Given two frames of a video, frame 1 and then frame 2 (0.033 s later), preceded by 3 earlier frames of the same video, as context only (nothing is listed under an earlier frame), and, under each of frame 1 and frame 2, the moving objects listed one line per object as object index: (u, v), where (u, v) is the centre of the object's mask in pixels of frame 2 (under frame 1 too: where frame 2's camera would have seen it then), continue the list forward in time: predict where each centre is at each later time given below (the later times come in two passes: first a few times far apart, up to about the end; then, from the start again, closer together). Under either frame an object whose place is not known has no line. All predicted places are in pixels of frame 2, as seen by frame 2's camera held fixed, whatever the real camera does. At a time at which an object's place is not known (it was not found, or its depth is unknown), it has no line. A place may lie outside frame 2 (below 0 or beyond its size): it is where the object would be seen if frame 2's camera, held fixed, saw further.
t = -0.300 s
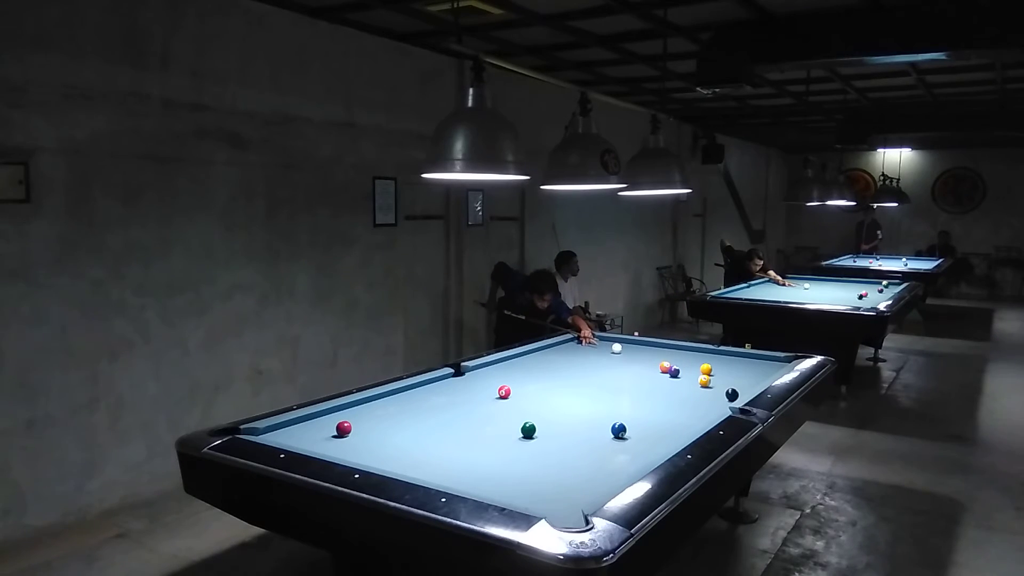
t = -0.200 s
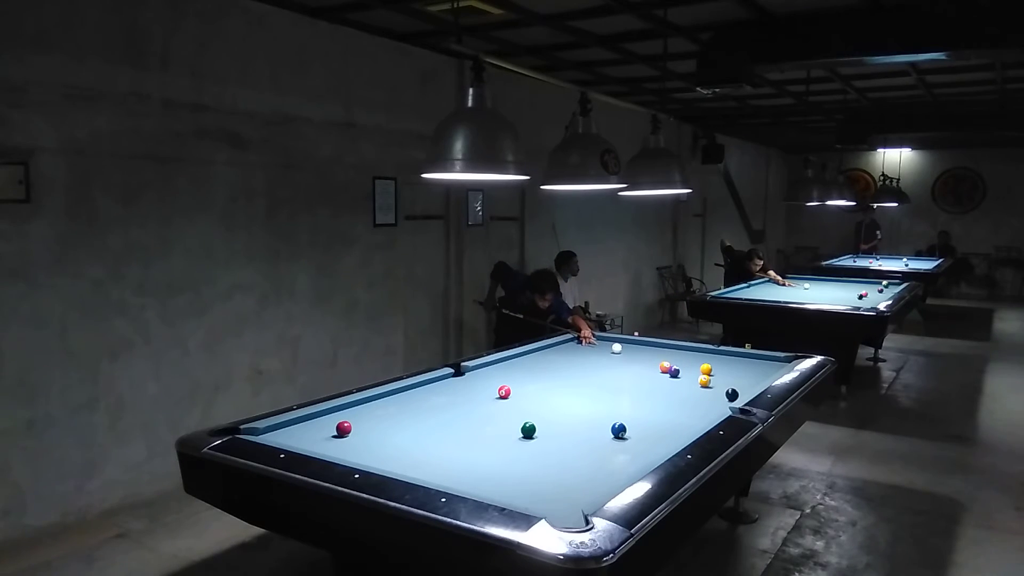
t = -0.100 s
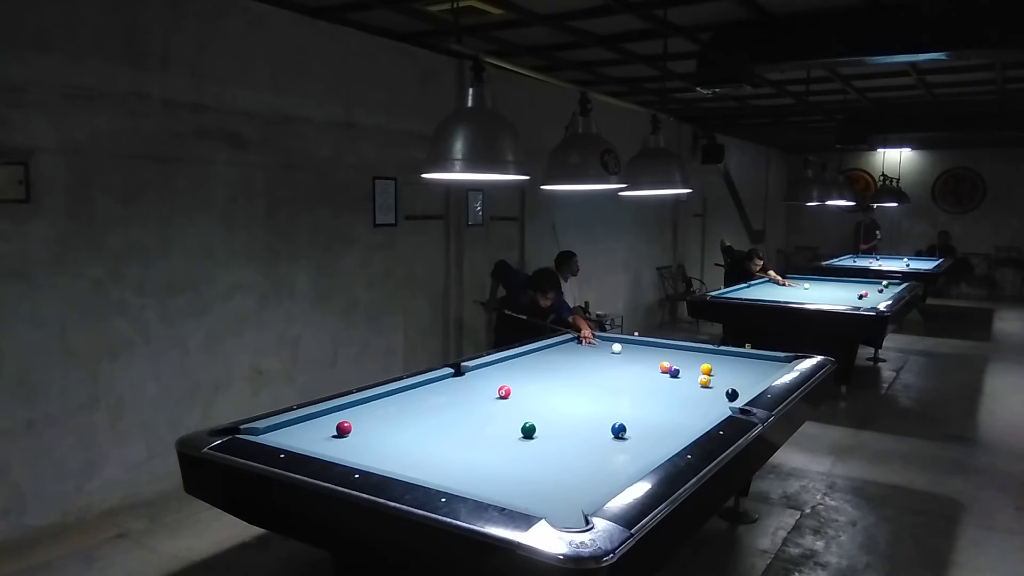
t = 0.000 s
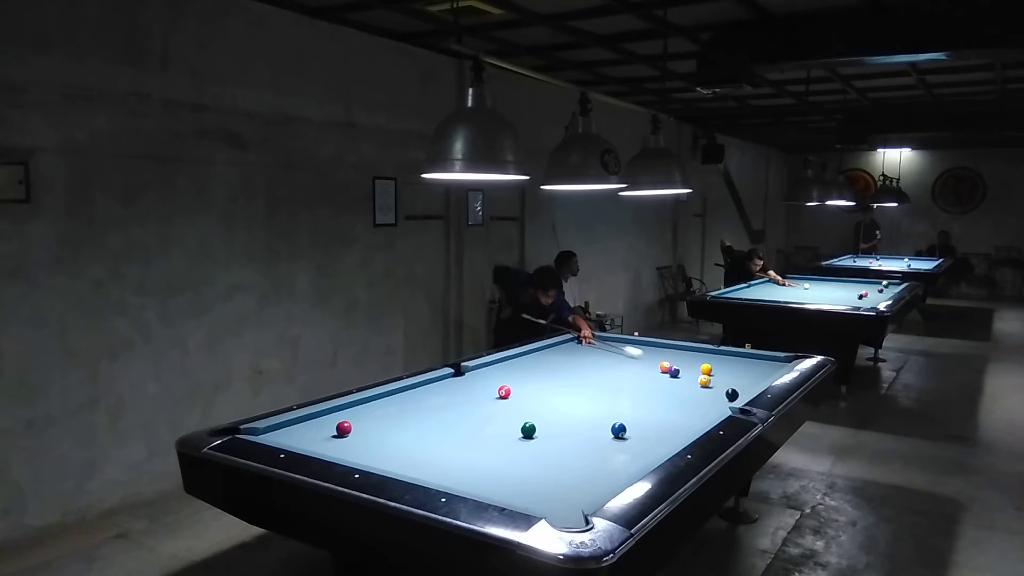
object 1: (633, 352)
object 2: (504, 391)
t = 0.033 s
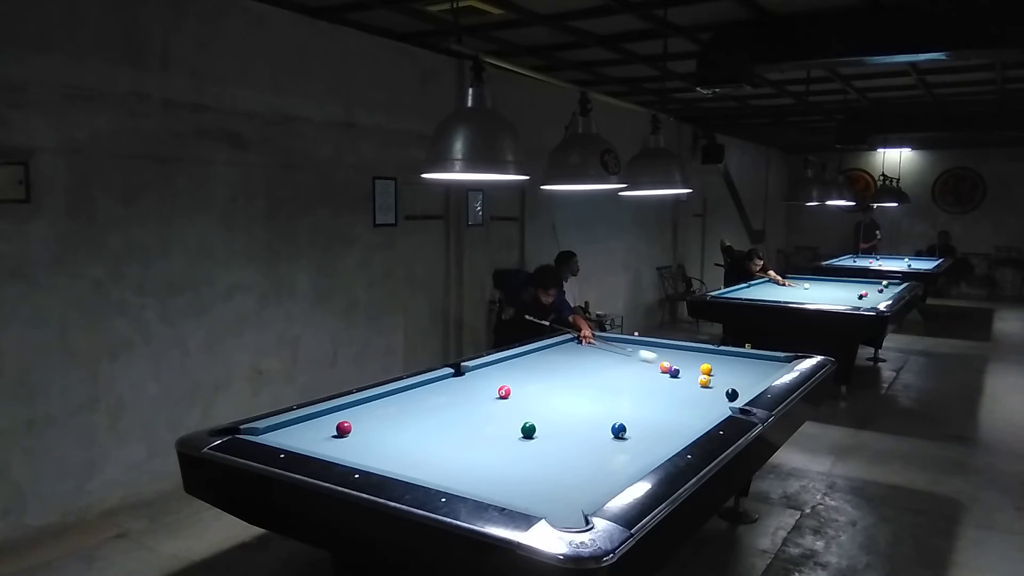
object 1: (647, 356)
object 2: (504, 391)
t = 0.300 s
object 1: (694, 378)
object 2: (504, 391)
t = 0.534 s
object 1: (692, 385)
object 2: (504, 391)
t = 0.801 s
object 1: (696, 396)
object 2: (504, 391)
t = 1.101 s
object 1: (701, 408)
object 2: (504, 392)
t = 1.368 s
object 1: (702, 417)
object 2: (504, 391)
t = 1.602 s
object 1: (686, 423)
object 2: (504, 391)
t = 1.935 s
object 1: (662, 428)
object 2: (504, 391)
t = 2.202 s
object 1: (644, 431)
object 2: (482, 391)
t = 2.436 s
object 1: (628, 435)
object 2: (465, 391)
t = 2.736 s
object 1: (609, 439)
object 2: (444, 391)
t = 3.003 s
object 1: (593, 442)
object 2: (426, 390)
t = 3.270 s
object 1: (578, 445)
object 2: (410, 389)
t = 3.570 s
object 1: (562, 448)
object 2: (407, 391)
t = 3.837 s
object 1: (549, 450)
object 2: (410, 393)
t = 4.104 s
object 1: (537, 453)
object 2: (412, 394)
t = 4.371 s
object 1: (526, 455)
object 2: (414, 395)
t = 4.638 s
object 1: (518, 456)
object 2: (415, 396)
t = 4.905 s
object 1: (510, 457)
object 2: (415, 396)
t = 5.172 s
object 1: (504, 458)
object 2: (415, 397)
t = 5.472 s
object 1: (499, 459)
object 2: (415, 397)
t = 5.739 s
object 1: (497, 459)
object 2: (415, 397)
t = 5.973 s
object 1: (497, 459)
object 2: (415, 397)
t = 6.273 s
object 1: (497, 459)
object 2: (415, 397)
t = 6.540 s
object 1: (497, 460)
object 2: (415, 397)
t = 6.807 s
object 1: (497, 460)
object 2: (415, 397)
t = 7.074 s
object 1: (497, 460)
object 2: (415, 397)
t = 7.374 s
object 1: (497, 460)
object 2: (415, 397)
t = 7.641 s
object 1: (497, 460)
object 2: (415, 397)
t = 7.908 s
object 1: (497, 460)
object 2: (415, 397)
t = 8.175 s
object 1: (497, 460)
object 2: (415, 397)
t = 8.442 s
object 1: (497, 460)
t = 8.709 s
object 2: (416, 397)
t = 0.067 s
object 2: (504, 391)
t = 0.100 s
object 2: (504, 391)
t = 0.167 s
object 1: (695, 370)
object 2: (504, 391)
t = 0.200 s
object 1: (695, 373)
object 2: (504, 391)
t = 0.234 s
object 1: (697, 376)
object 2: (504, 392)
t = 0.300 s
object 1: (694, 378)
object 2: (504, 391)
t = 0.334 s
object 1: (693, 379)
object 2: (504, 391)
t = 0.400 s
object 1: (691, 381)
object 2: (504, 391)
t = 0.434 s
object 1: (691, 382)
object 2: (504, 391)
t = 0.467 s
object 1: (691, 383)
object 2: (504, 391)
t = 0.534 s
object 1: (692, 385)
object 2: (504, 391)
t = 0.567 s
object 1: (692, 387)
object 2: (504, 391)
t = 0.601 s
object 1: (693, 388)
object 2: (504, 391)
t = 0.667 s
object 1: (695, 389)
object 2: (504, 391)
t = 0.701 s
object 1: (695, 391)
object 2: (504, 391)
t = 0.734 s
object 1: (695, 393)
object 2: (504, 391)
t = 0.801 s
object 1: (696, 396)
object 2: (504, 391)
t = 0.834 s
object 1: (696, 397)
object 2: (504, 391)
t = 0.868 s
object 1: (697, 399)
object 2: (504, 391)
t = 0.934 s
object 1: (698, 401)
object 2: (504, 391)
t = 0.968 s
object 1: (699, 402)
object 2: (504, 392)
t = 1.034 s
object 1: (700, 405)
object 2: (504, 391)
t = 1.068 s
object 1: (701, 407)
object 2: (504, 391)
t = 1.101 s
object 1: (701, 408)
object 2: (504, 392)
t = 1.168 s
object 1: (702, 411)
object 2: (504, 391)
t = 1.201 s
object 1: (703, 413)
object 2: (504, 391)
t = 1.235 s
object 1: (703, 414)
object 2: (504, 391)
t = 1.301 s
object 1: (704, 415)
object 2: (504, 391)
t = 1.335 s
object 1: (704, 416)
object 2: (504, 391)
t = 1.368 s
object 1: (702, 417)
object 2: (504, 391)
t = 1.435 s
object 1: (697, 419)
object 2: (504, 391)
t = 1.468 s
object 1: (695, 420)
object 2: (504, 392)
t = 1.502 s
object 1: (693, 421)
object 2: (504, 392)
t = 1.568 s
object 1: (688, 422)
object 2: (504, 391)
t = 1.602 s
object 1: (686, 423)
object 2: (504, 391)
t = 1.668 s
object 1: (681, 424)
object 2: (504, 391)
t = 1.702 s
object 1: (679, 424)
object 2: (504, 391)
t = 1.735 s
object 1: (676, 425)
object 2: (504, 391)
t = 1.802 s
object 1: (672, 426)
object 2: (504, 392)
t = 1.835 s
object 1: (669, 426)
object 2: (504, 391)
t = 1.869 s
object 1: (667, 427)
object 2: (504, 392)
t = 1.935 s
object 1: (662, 428)
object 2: (504, 391)
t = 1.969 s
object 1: (660, 428)
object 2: (501, 392)
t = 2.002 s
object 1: (657, 428)
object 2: (498, 392)
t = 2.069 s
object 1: (653, 430)
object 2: (492, 391)
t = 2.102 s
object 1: (651, 430)
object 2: (490, 391)
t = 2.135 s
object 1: (648, 431)
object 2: (487, 391)
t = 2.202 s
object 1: (644, 431)
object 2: (482, 391)
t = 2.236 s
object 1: (641, 432)
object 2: (480, 391)
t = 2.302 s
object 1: (637, 433)
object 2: (475, 391)
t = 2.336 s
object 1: (635, 433)
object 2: (472, 391)
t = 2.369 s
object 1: (633, 434)
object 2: (470, 391)
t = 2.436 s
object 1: (628, 435)
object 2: (465, 391)
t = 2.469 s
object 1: (626, 435)
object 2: (462, 391)
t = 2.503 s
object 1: (624, 436)
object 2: (460, 391)
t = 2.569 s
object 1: (620, 437)
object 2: (455, 391)
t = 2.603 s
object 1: (617, 437)
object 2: (453, 391)
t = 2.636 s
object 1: (615, 438)
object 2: (450, 391)
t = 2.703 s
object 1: (611, 438)
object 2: (446, 391)
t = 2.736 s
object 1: (609, 439)
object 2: (444, 391)
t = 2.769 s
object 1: (607, 439)
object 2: (441, 391)
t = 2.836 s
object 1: (603, 440)
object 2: (437, 390)
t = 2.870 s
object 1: (601, 440)
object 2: (435, 390)
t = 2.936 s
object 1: (597, 441)
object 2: (430, 390)
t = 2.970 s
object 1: (595, 441)
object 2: (428, 390)
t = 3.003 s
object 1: (593, 442)
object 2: (426, 390)
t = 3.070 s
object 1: (589, 443)
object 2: (422, 390)
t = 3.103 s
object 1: (587, 443)
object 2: (420, 390)
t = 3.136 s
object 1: (585, 443)
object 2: (418, 390)
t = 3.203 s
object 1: (581, 444)
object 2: (414, 390)
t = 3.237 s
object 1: (579, 445)
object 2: (412, 390)
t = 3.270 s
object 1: (578, 445)
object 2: (410, 389)
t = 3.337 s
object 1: (574, 446)
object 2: (406, 389)
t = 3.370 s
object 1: (572, 446)
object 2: (405, 390)
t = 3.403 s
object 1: (570, 446)
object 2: (405, 390)
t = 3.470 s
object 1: (567, 447)
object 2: (406, 390)
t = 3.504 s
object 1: (565, 447)
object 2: (406, 390)
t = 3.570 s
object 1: (562, 448)
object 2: (407, 391)
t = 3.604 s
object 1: (560, 448)
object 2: (407, 391)
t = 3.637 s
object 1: (559, 449)
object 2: (407, 391)
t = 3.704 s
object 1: (555, 449)
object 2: (408, 392)
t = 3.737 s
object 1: (554, 450)
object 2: (409, 392)
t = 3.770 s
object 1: (552, 450)
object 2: (409, 392)
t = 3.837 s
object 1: (549, 450)
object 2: (410, 393)
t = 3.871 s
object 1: (547, 451)
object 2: (410, 393)
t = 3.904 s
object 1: (546, 451)
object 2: (410, 393)
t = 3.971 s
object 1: (543, 452)
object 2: (411, 393)
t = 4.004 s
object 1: (541, 452)
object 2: (411, 394)
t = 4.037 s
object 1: (540, 452)
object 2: (412, 394)
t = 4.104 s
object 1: (537, 453)
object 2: (412, 394)
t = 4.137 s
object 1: (536, 453)
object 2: (412, 394)
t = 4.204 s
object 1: (533, 453)
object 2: (413, 394)
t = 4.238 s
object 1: (532, 454)
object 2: (413, 395)
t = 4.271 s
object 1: (530, 454)
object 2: (413, 395)
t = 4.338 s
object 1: (528, 454)
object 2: (414, 395)
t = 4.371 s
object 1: (526, 455)
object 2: (414, 395)
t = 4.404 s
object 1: (525, 455)
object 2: (414, 395)
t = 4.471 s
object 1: (523, 455)
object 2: (415, 396)
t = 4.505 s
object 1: (522, 455)
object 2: (415, 396)
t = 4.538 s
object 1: (521, 456)
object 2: (415, 396)
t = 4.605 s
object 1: (518, 456)
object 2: (415, 396)
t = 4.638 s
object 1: (518, 456)
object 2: (415, 396)
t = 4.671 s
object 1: (516, 456)
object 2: (415, 396)
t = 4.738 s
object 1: (515, 457)
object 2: (415, 396)
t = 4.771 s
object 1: (514, 457)
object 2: (415, 396)
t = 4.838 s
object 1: (512, 457)
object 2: (415, 396)
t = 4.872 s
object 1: (511, 457)
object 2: (415, 396)
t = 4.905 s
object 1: (510, 457)
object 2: (415, 396)
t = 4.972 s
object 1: (508, 458)
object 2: (415, 397)
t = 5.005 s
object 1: (508, 458)
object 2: (415, 397)
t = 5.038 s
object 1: (507, 458)
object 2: (415, 397)
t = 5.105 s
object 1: (505, 458)
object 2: (415, 397)
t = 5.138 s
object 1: (505, 458)
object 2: (415, 397)
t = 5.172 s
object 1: (504, 458)
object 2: (415, 397)
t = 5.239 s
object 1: (503, 458)
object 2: (415, 397)
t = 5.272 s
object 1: (502, 459)
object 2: (415, 397)
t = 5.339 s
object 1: (501, 459)
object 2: (415, 397)
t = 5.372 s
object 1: (500, 459)
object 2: (415, 397)
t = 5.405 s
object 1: (500, 459)
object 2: (415, 397)
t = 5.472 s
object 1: (499, 459)
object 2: (415, 397)
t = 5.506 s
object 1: (499, 459)
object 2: (415, 397)
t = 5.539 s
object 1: (498, 459)
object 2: (415, 397)
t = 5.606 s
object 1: (498, 459)
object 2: (415, 397)
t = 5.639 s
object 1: (498, 459)
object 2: (415, 397)
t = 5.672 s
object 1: (497, 459)
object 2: (415, 397)
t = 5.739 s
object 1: (497, 459)
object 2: (415, 397)
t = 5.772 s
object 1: (497, 459)
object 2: (415, 397)
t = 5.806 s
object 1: (497, 459)
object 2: (415, 397)
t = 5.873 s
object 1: (497, 459)
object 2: (415, 397)
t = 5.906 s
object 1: (497, 459)
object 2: (415, 397)
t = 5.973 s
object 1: (497, 459)
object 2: (415, 397)
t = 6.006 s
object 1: (497, 460)
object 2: (415, 397)
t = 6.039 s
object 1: (497, 460)
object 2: (415, 397)
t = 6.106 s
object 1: (497, 460)
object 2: (415, 397)
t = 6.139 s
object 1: (497, 460)
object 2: (415, 397)
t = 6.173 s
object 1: (497, 459)
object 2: (415, 397)
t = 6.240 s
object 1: (497, 459)
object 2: (415, 397)
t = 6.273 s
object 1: (497, 459)
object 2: (415, 397)
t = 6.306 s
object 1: (497, 459)
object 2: (415, 397)
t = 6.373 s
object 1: (497, 460)
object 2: (415, 397)
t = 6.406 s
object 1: (497, 460)
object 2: (415, 397)
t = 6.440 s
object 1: (497, 460)
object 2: (415, 397)
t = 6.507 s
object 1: (497, 460)
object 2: (415, 397)
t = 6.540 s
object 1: (497, 460)
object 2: (415, 397)
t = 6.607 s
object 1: (497, 460)
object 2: (415, 397)
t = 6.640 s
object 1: (497, 460)
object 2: (415, 397)
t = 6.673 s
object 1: (497, 460)
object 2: (415, 397)
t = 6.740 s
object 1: (497, 460)
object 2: (415, 397)
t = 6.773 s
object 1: (497, 460)
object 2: (415, 397)
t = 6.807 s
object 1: (497, 460)
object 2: (415, 397)
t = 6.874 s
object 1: (497, 460)
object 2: (415, 397)
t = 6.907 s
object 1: (497, 460)
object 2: (415, 397)
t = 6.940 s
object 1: (497, 460)
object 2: (415, 397)
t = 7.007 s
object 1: (497, 460)
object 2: (415, 397)
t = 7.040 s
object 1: (497, 460)
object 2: (415, 397)
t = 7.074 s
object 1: (497, 460)
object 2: (415, 397)
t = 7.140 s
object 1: (497, 460)
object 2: (415, 397)
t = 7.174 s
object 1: (497, 460)
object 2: (415, 397)
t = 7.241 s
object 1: (497, 460)
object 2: (415, 397)
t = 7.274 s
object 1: (497, 460)
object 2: (415, 397)
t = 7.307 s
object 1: (497, 460)
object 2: (415, 397)
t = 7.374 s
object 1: (497, 460)
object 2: (415, 397)
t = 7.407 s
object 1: (497, 460)
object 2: (415, 397)
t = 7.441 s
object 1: (497, 460)
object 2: (415, 397)
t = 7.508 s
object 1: (497, 460)
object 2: (415, 397)
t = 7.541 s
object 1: (497, 460)
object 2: (415, 397)
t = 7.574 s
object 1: (497, 460)
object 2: (415, 397)
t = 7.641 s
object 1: (497, 460)
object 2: (415, 397)
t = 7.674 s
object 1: (497, 460)
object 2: (415, 397)
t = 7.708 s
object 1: (497, 460)
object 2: (415, 397)
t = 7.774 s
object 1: (497, 460)
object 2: (415, 397)
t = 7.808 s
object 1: (497, 460)
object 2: (415, 397)
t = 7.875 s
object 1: (497, 460)
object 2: (415, 397)
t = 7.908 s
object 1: (497, 460)
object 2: (415, 397)
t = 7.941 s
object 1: (497, 460)
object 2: (415, 397)
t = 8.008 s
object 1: (497, 460)
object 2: (415, 397)
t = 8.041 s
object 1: (497, 460)
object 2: (415, 397)
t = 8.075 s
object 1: (497, 460)
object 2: (415, 397)
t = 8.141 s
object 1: (497, 460)
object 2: (415, 397)
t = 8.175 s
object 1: (497, 460)
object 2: (415, 397)
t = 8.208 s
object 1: (497, 460)
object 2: (415, 397)
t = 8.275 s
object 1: (497, 460)
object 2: (415, 397)
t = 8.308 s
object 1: (497, 460)
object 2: (415, 397)
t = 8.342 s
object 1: (497, 460)
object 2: (415, 397)
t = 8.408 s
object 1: (497, 460)
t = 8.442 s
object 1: (497, 460)
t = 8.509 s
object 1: (498, 461)
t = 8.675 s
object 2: (413, 397)
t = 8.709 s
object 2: (416, 397)
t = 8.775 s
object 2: (415, 397)
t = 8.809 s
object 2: (415, 397)
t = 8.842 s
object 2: (415, 397)
